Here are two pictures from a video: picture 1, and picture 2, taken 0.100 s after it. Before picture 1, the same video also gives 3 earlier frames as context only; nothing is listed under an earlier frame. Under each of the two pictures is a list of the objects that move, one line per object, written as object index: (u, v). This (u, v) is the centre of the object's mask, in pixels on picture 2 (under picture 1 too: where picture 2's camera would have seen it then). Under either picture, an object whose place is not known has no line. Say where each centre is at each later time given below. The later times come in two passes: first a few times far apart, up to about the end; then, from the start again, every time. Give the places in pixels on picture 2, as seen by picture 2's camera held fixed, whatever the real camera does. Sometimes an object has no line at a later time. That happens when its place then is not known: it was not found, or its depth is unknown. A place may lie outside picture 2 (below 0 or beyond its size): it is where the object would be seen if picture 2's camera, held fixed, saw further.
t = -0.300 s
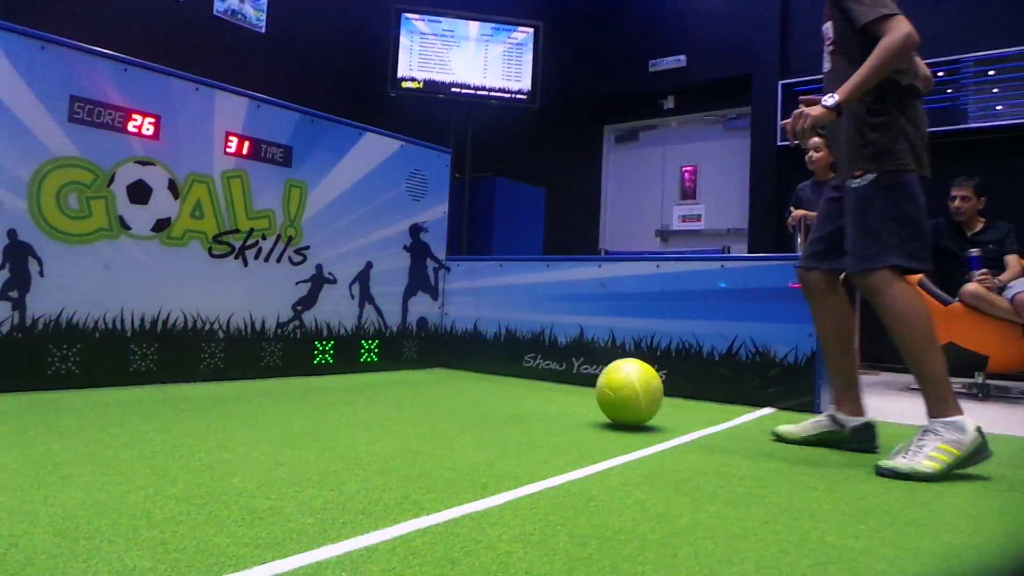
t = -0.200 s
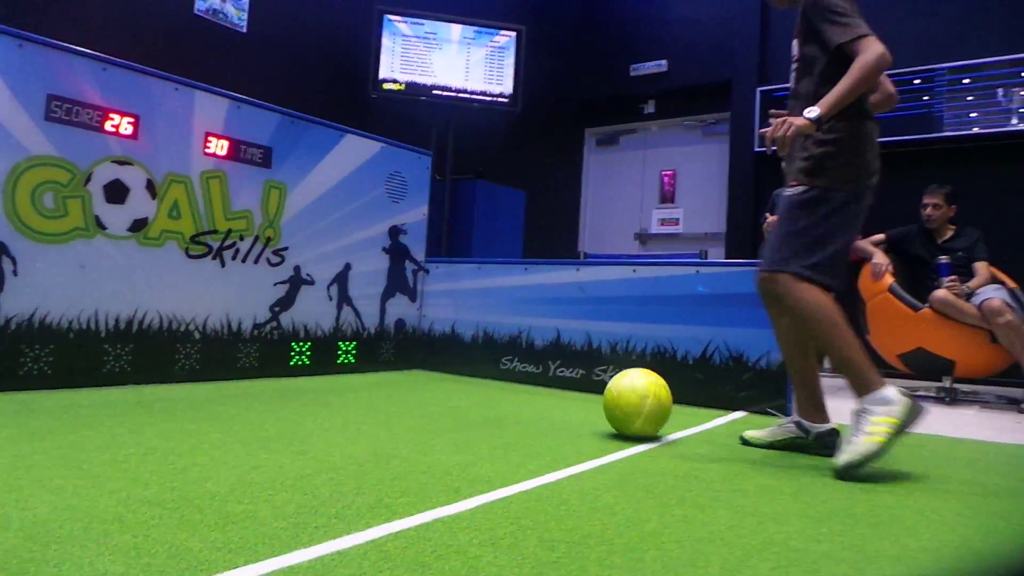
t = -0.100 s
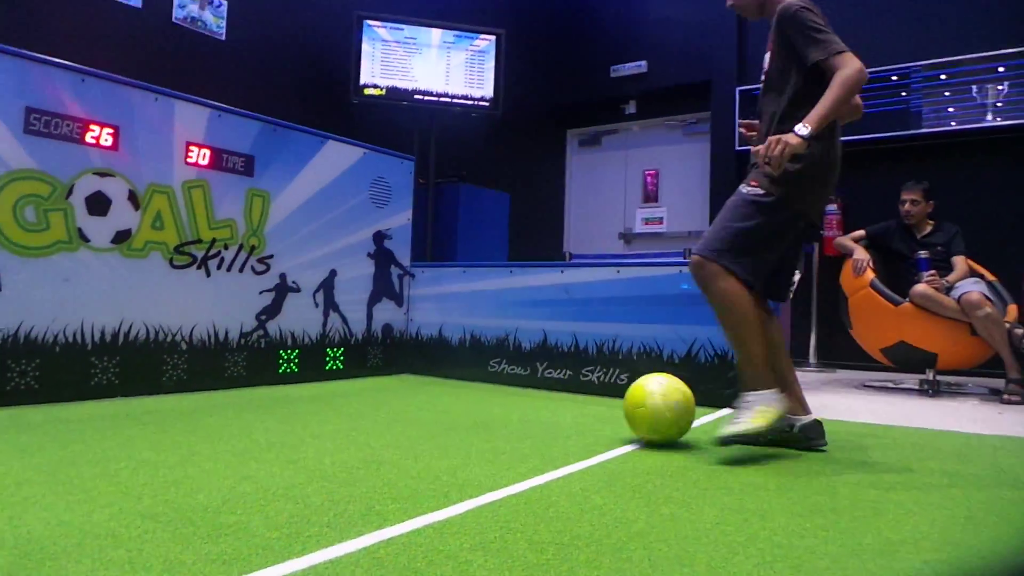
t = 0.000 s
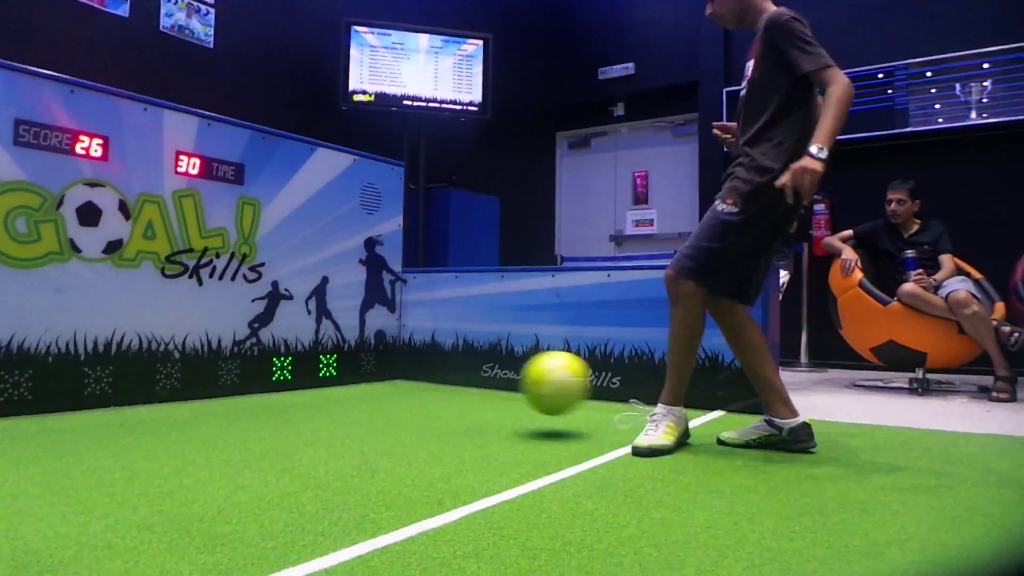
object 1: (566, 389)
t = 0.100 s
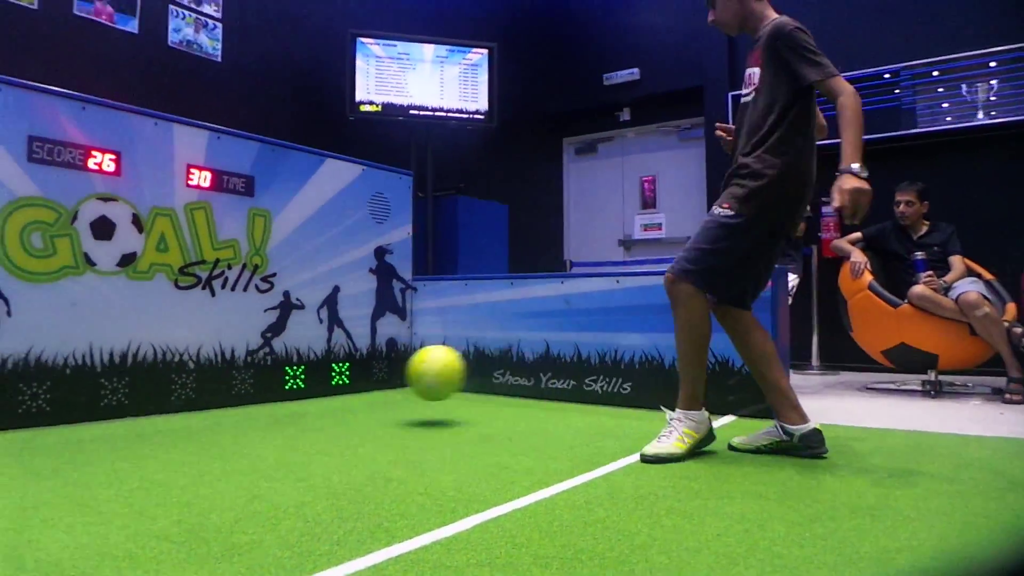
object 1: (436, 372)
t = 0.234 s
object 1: (310, 381)
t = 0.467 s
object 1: (394, 383)
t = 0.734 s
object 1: (495, 404)
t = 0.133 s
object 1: (399, 373)
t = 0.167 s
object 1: (367, 375)
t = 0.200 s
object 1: (335, 380)
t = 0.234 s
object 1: (310, 381)
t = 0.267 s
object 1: (299, 374)
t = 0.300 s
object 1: (313, 369)
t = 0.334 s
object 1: (328, 367)
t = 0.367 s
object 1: (344, 368)
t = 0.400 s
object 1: (360, 370)
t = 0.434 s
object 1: (376, 375)
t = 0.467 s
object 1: (394, 383)
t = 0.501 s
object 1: (412, 395)
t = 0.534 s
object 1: (424, 391)
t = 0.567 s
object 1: (435, 387)
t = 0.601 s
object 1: (447, 386)
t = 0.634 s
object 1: (458, 388)
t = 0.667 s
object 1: (471, 393)
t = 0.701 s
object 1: (483, 401)
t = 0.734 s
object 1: (495, 404)
